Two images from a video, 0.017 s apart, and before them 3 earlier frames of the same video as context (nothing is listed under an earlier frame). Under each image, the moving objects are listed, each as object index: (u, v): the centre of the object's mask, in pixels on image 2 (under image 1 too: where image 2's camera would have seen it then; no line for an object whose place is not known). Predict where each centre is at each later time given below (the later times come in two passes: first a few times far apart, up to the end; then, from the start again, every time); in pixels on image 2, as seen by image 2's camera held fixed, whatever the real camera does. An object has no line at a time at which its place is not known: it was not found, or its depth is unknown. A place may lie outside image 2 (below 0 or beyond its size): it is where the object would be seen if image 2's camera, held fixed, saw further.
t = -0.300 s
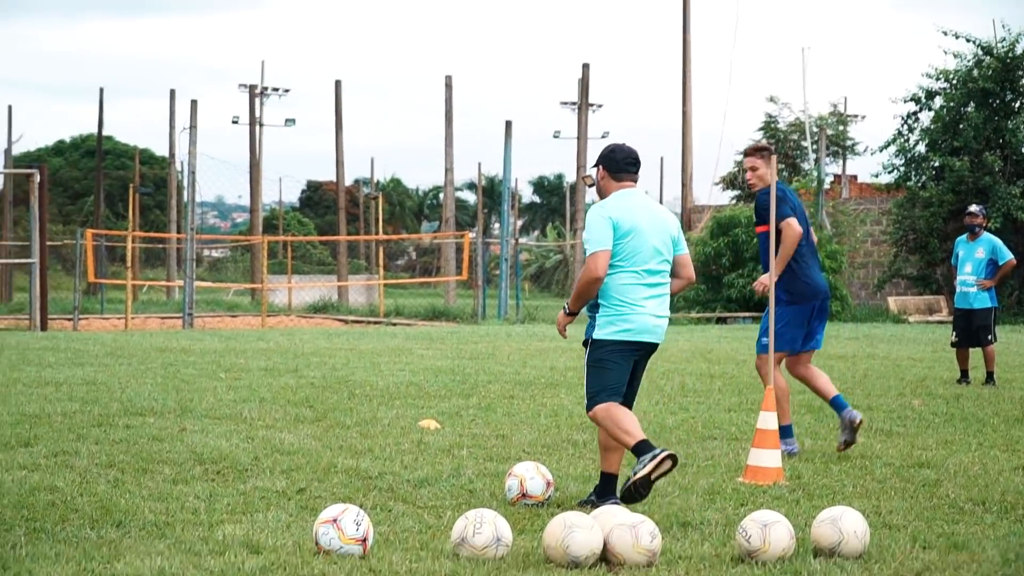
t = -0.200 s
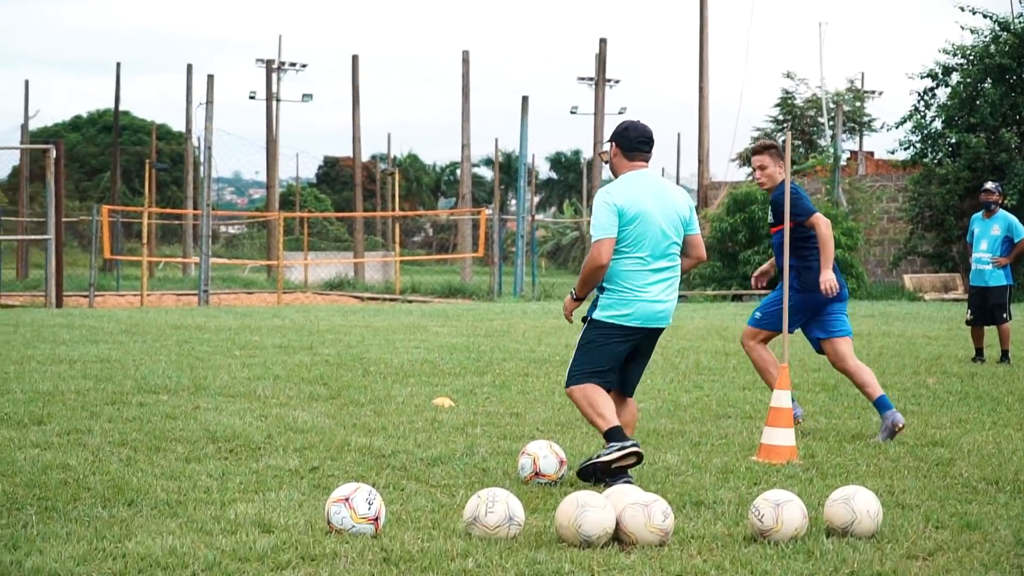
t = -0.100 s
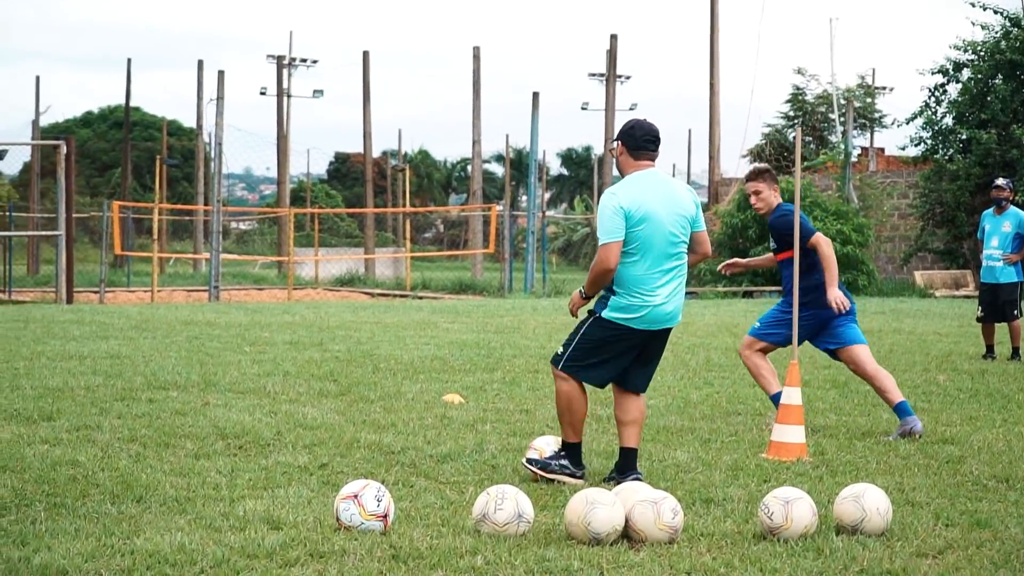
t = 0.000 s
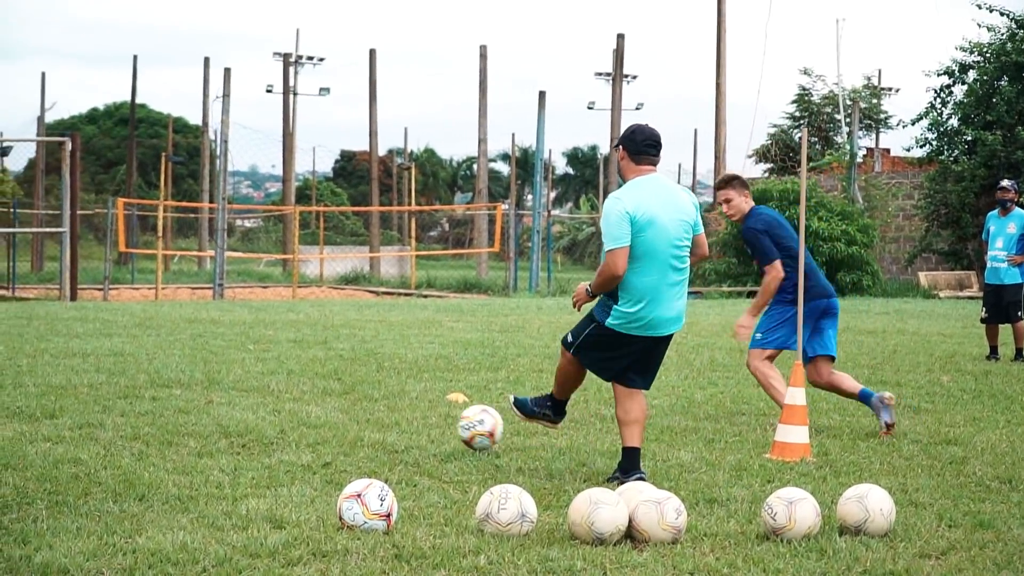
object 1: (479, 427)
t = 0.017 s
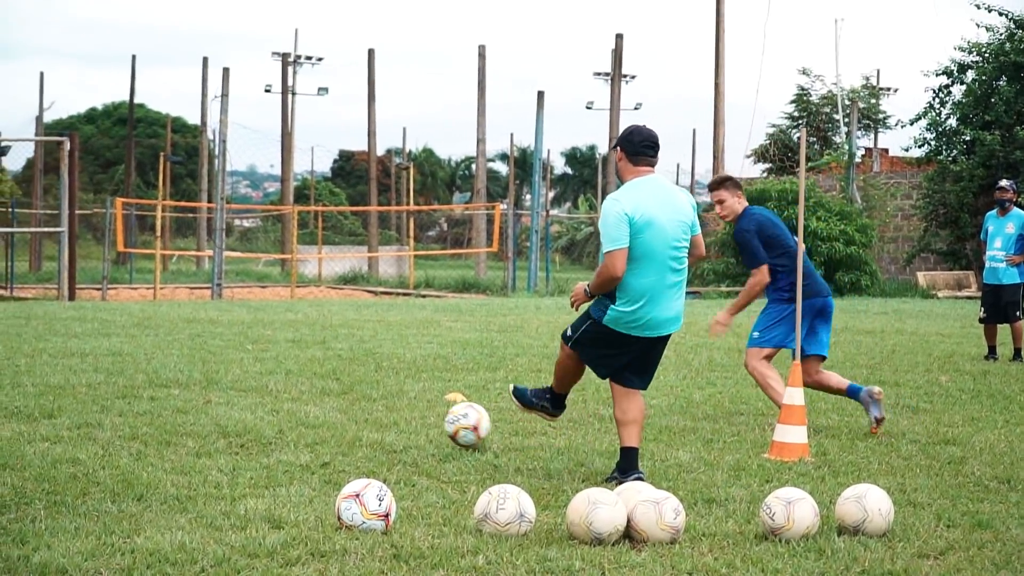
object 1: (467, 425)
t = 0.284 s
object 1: (337, 391)
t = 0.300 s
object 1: (332, 390)
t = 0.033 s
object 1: (456, 422)
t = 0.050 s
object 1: (445, 420)
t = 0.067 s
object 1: (435, 419)
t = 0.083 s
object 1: (425, 417)
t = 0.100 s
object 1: (416, 417)
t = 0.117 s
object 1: (406, 415)
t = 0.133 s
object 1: (398, 411)
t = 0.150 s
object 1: (391, 408)
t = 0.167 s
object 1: (383, 404)
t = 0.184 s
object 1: (376, 401)
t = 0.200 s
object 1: (369, 399)
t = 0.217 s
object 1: (363, 396)
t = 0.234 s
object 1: (355, 395)
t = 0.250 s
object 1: (349, 393)
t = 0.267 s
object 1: (343, 392)
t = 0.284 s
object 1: (337, 391)
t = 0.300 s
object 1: (332, 390)
